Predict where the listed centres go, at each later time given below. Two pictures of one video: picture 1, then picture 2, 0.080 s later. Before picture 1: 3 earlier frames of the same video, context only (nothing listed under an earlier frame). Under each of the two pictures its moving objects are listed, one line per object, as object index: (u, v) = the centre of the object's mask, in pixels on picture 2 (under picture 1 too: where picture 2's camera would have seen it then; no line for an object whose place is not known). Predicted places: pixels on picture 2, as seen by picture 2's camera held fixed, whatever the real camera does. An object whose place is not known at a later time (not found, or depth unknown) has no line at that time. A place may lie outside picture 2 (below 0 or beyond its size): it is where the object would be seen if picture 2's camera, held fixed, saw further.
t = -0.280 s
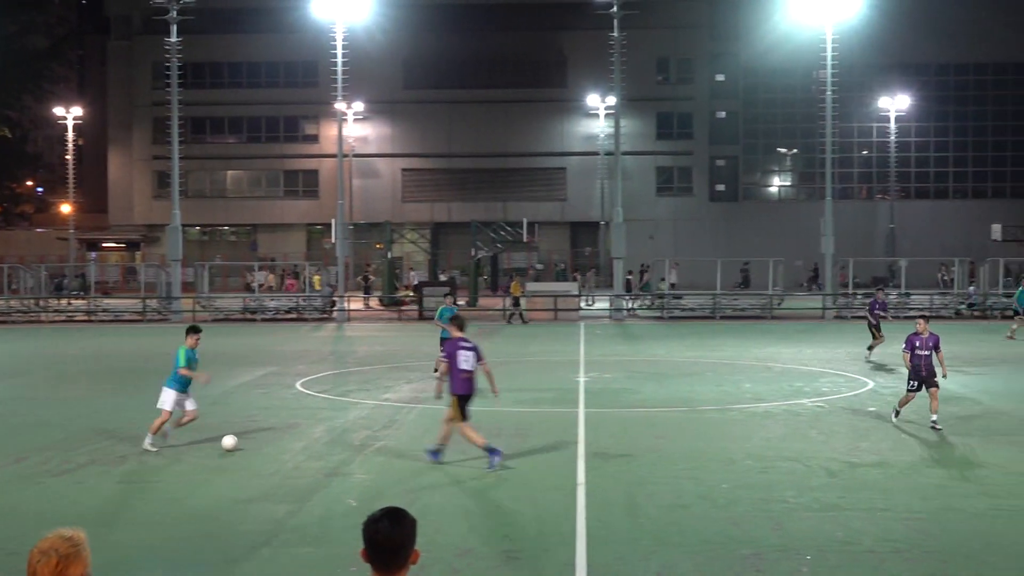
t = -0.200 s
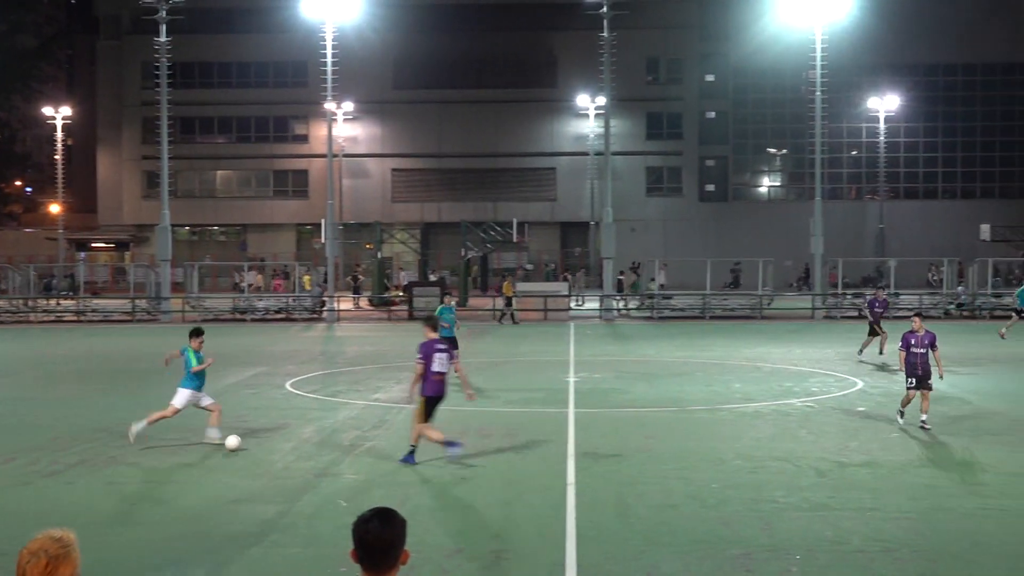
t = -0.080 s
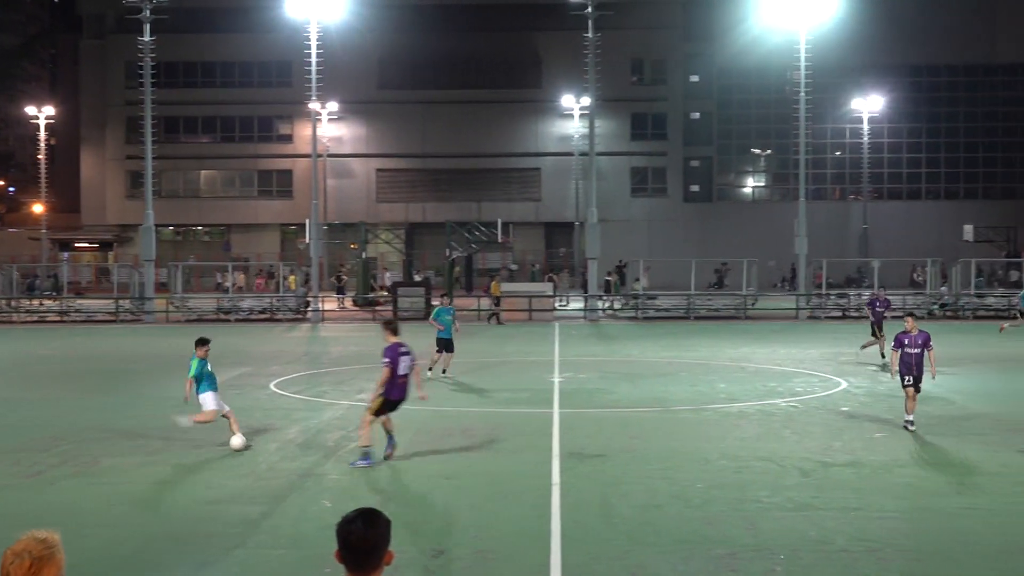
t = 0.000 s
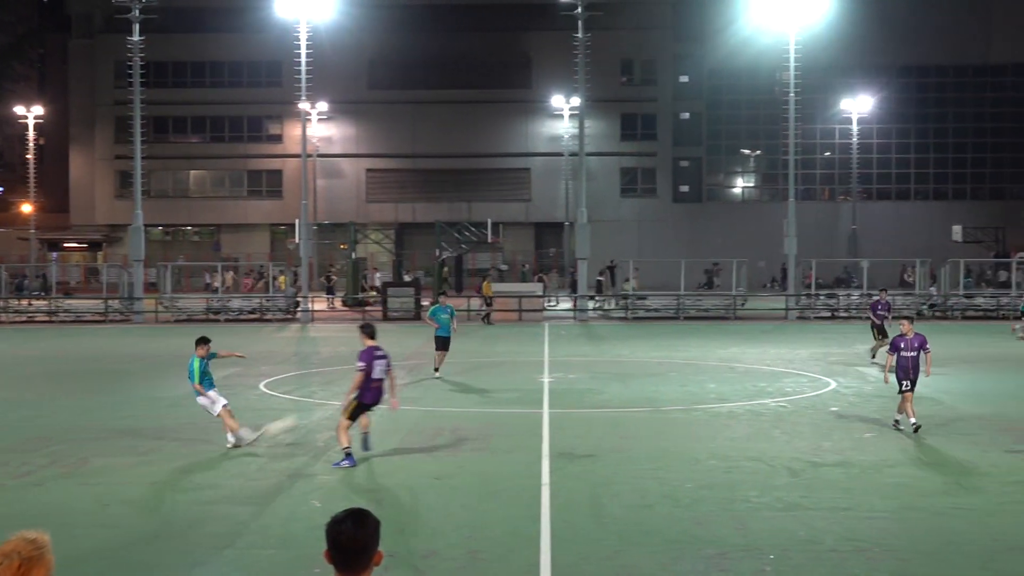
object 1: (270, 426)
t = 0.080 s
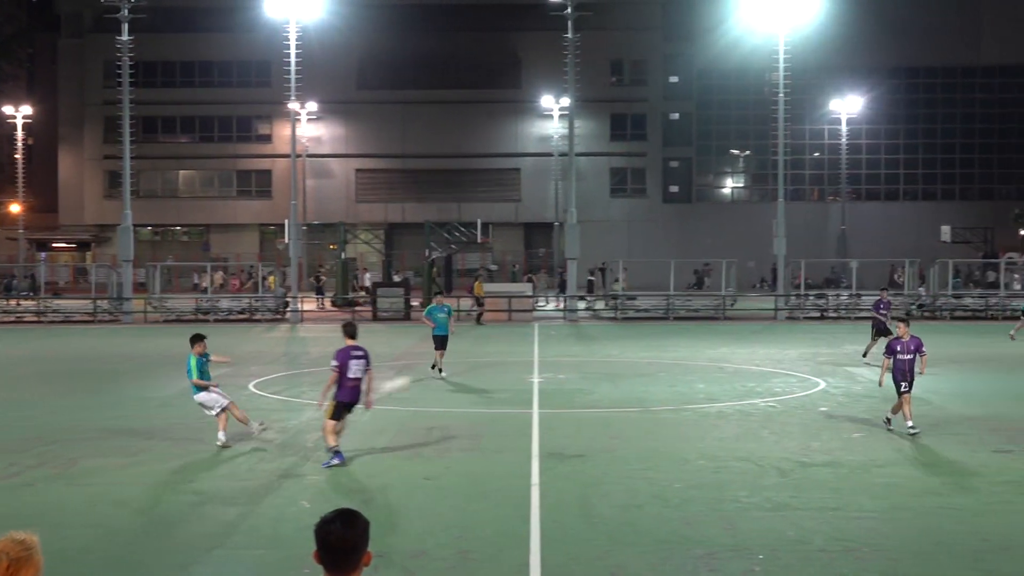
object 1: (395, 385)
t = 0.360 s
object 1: (719, 303)
